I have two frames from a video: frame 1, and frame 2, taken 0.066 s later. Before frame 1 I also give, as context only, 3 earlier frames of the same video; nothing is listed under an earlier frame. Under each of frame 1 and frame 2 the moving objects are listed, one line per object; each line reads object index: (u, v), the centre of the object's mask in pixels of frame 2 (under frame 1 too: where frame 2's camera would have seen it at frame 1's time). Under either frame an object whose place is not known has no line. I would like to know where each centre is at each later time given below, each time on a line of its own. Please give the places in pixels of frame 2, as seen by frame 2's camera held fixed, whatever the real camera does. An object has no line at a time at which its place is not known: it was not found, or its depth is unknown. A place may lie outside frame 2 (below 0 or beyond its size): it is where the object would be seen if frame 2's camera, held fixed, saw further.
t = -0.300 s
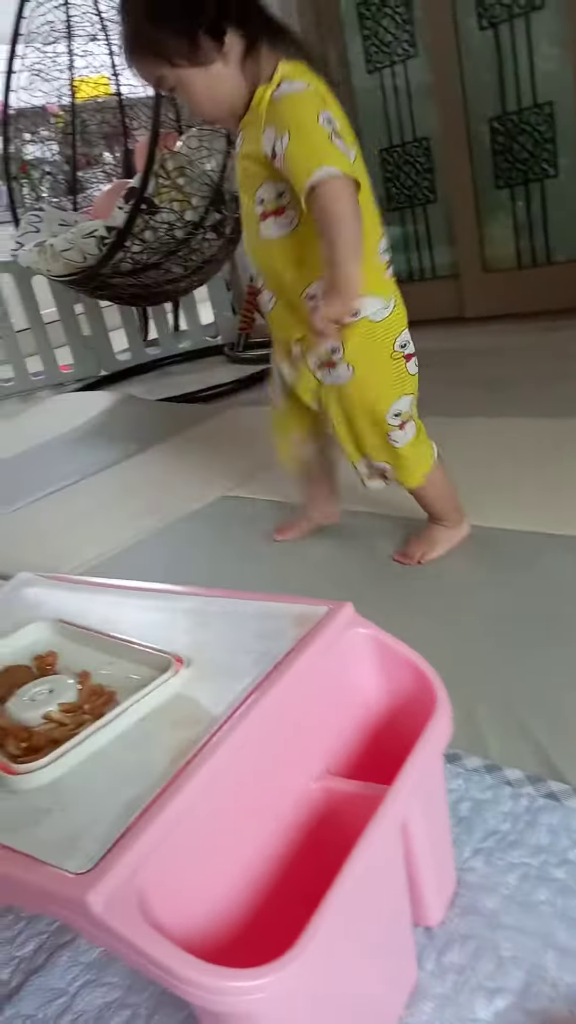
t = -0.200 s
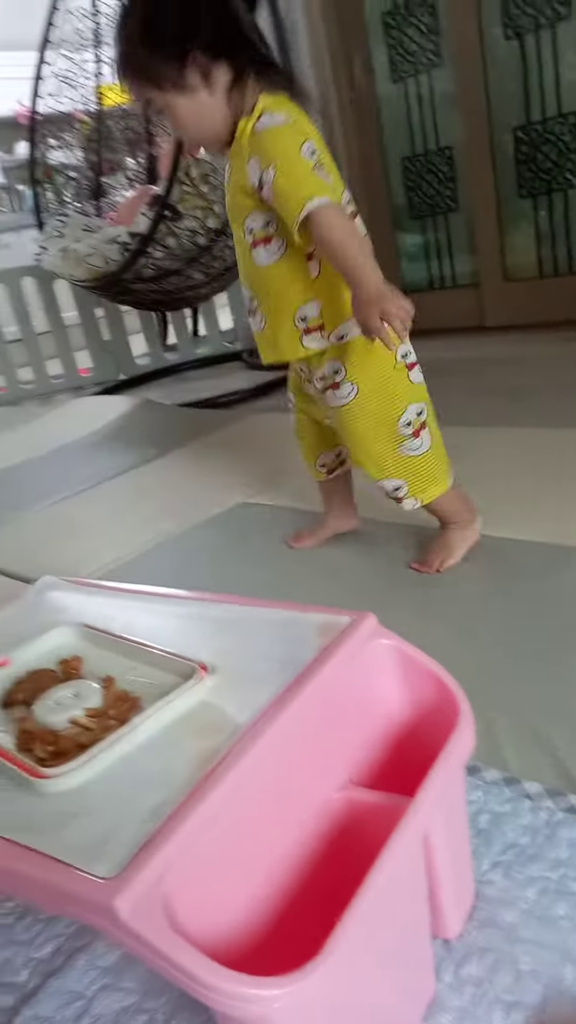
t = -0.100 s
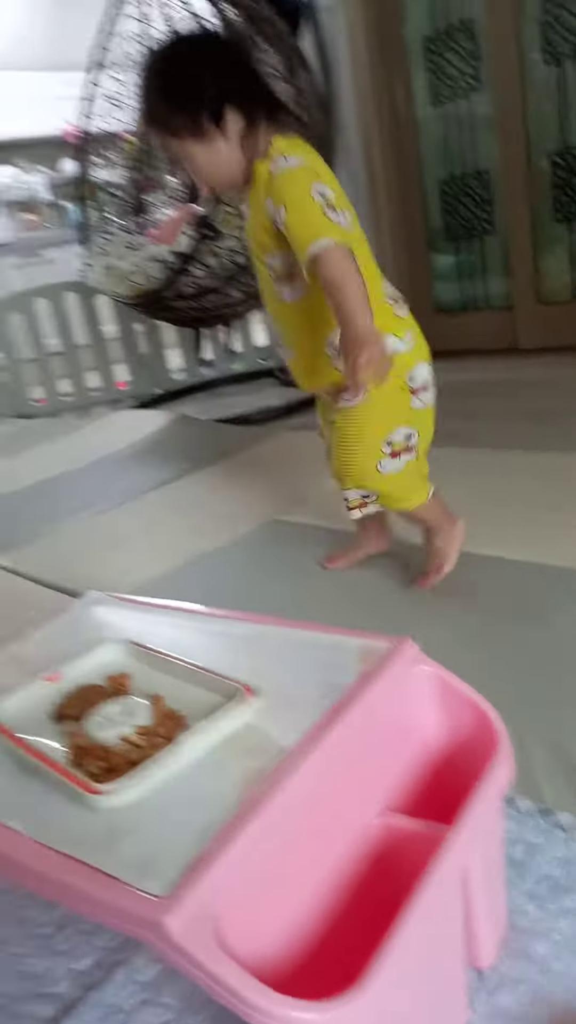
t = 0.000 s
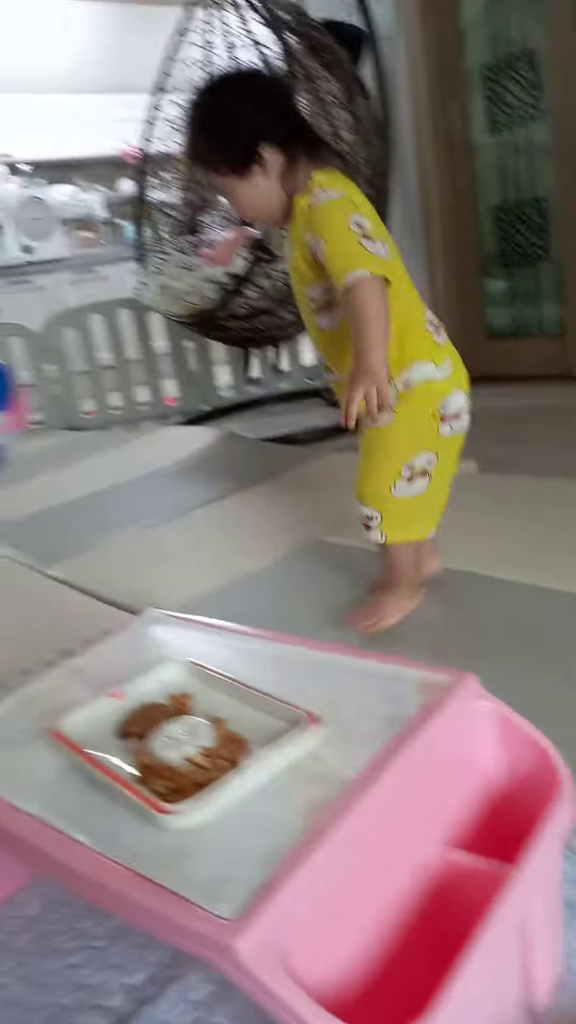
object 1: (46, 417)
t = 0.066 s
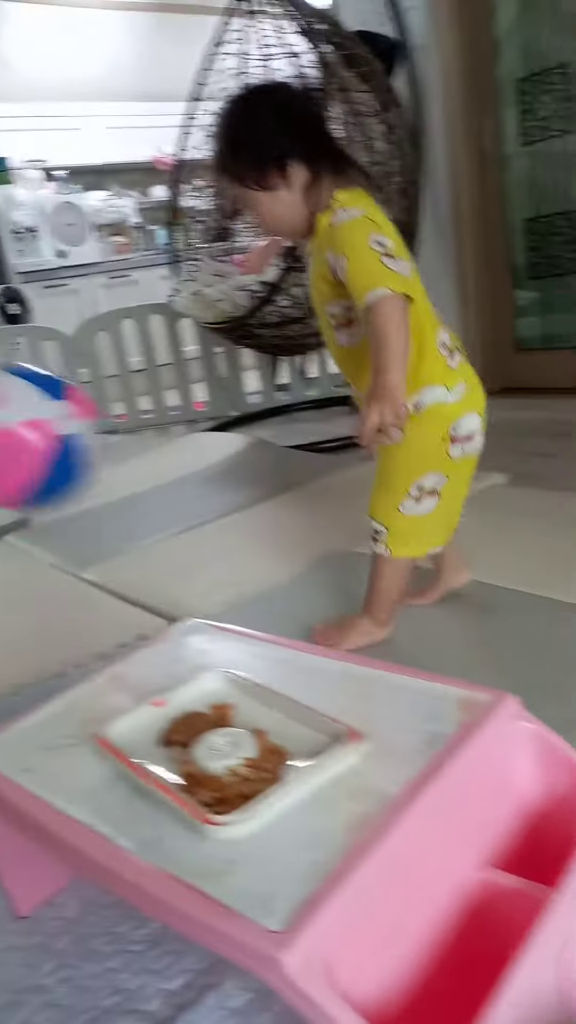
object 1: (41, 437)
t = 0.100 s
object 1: (44, 455)
